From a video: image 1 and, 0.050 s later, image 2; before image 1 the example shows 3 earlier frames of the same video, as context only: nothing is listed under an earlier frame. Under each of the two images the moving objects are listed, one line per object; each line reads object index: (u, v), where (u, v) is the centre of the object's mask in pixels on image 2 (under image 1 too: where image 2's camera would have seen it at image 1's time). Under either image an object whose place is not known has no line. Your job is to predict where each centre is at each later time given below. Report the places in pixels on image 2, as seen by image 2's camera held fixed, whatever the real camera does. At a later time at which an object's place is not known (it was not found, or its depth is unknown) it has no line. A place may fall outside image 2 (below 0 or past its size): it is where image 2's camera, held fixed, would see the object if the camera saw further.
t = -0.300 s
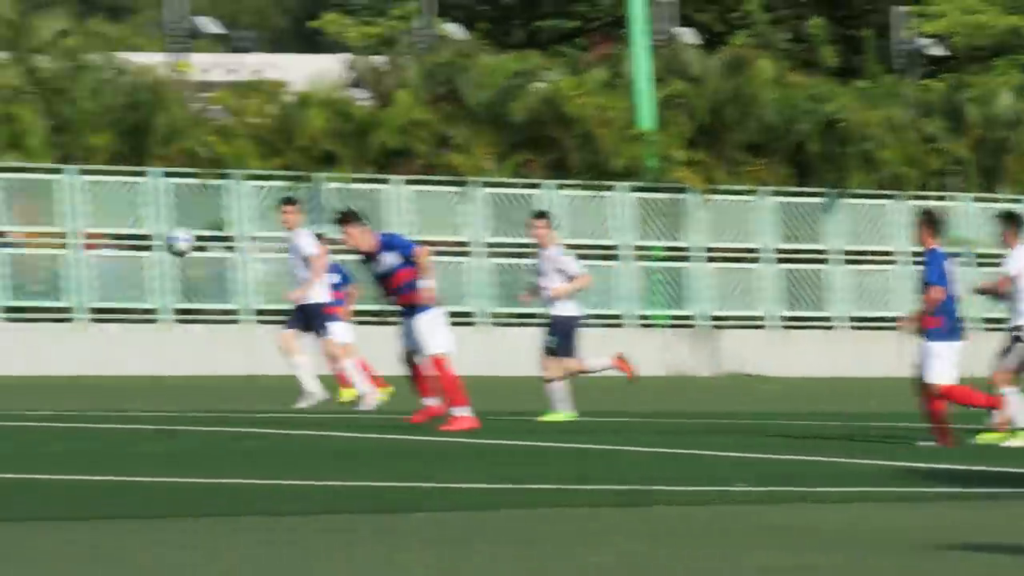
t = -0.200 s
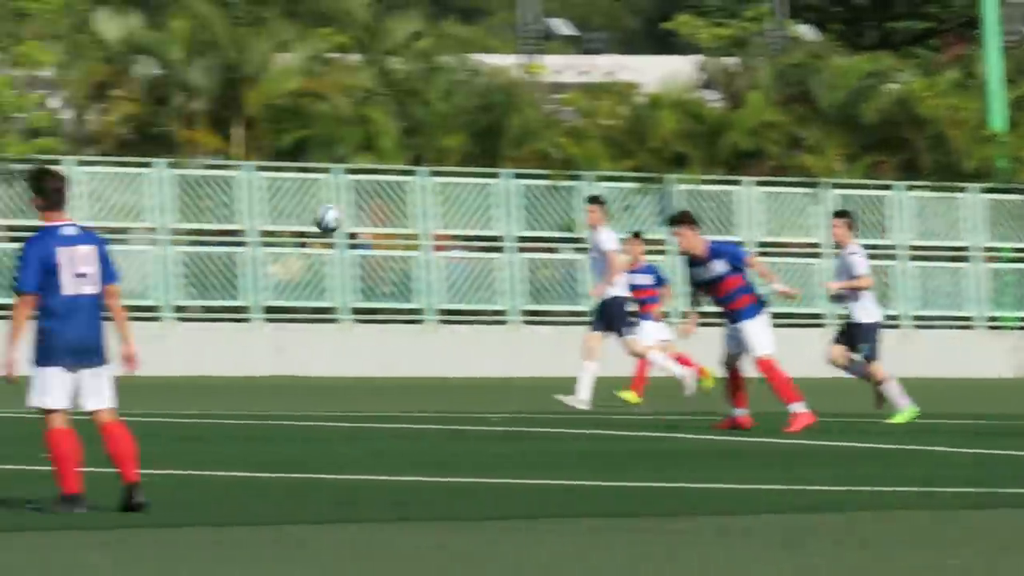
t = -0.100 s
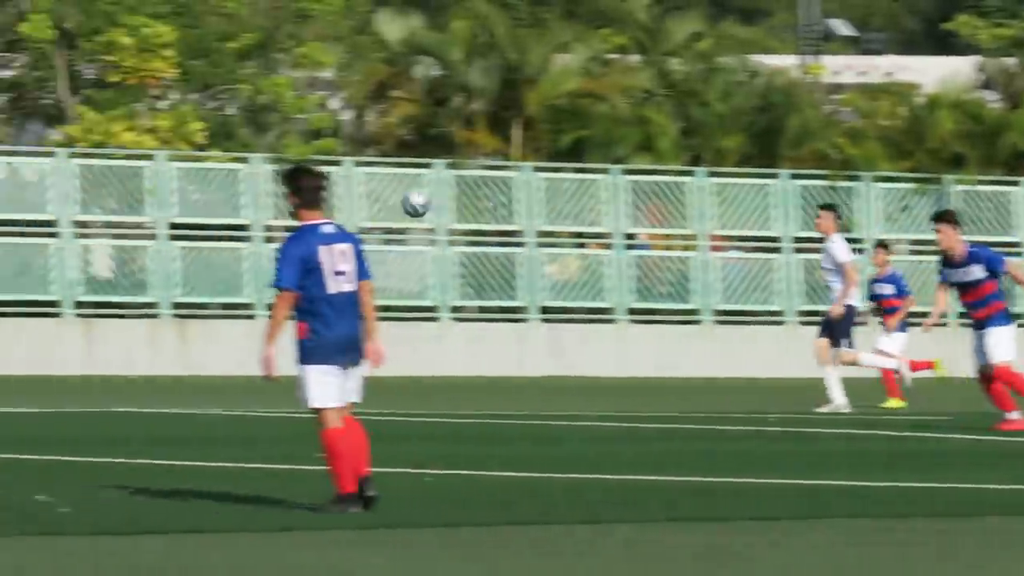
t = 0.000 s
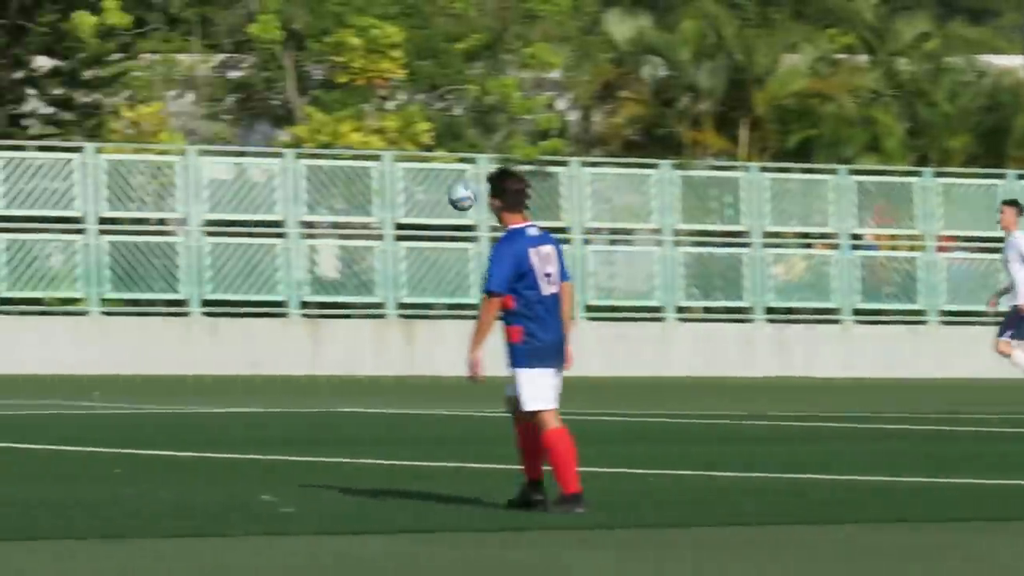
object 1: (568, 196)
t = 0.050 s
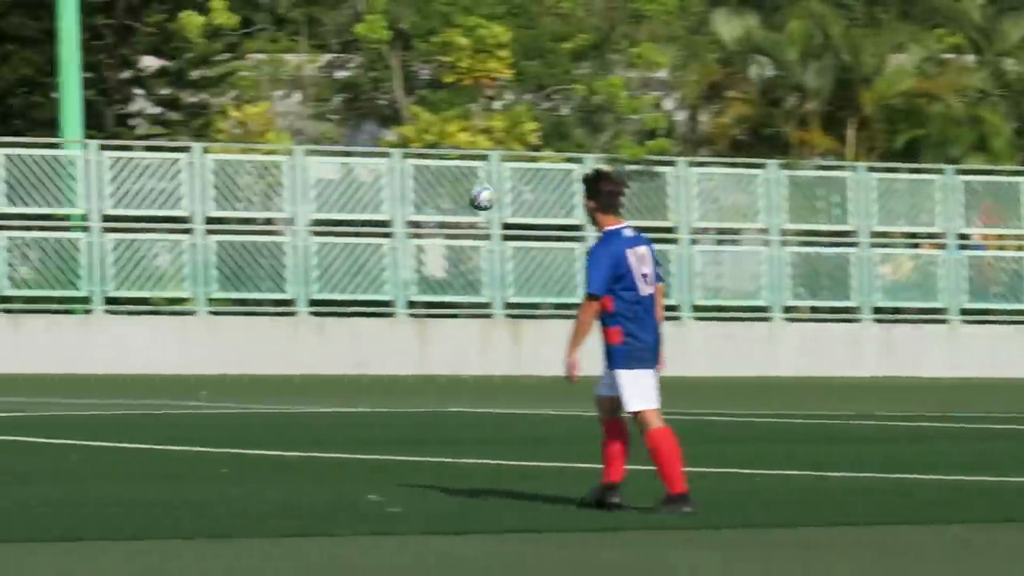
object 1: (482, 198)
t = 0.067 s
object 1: (453, 197)
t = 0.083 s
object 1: (426, 199)
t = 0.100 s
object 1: (397, 200)
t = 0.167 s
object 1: (286, 208)
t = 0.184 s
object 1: (261, 209)
